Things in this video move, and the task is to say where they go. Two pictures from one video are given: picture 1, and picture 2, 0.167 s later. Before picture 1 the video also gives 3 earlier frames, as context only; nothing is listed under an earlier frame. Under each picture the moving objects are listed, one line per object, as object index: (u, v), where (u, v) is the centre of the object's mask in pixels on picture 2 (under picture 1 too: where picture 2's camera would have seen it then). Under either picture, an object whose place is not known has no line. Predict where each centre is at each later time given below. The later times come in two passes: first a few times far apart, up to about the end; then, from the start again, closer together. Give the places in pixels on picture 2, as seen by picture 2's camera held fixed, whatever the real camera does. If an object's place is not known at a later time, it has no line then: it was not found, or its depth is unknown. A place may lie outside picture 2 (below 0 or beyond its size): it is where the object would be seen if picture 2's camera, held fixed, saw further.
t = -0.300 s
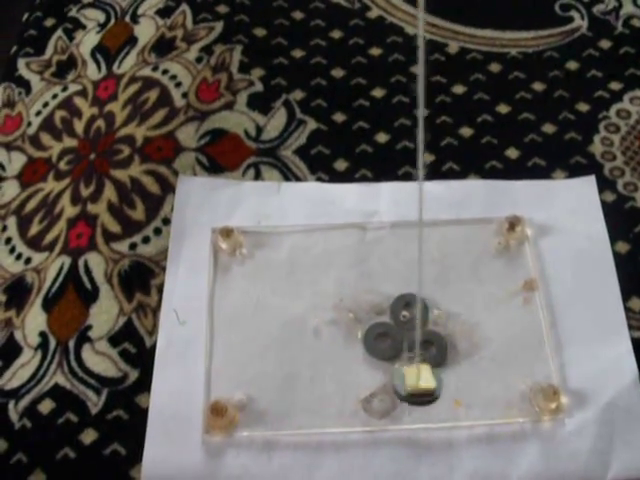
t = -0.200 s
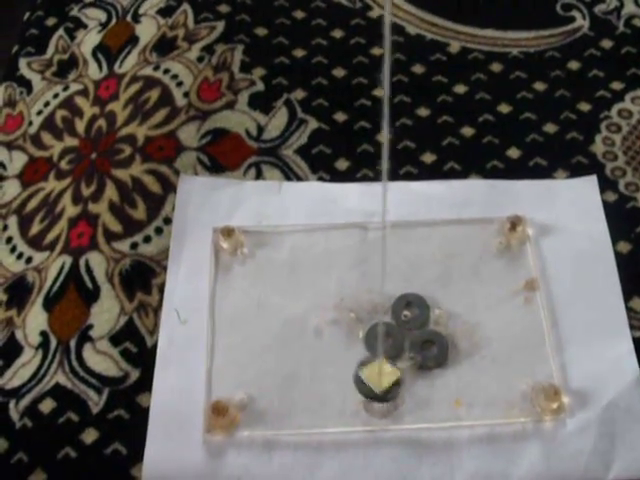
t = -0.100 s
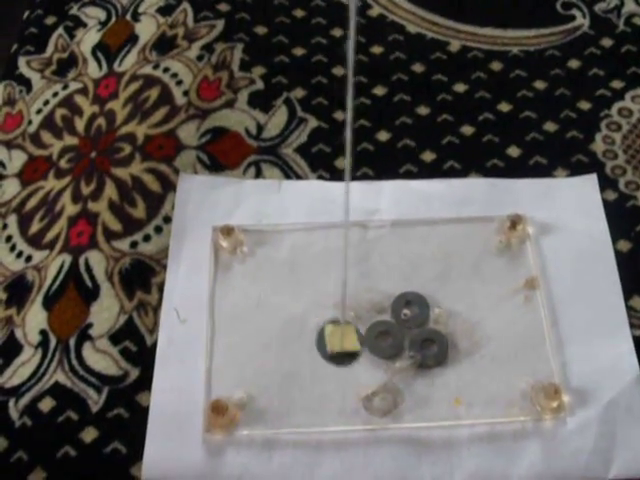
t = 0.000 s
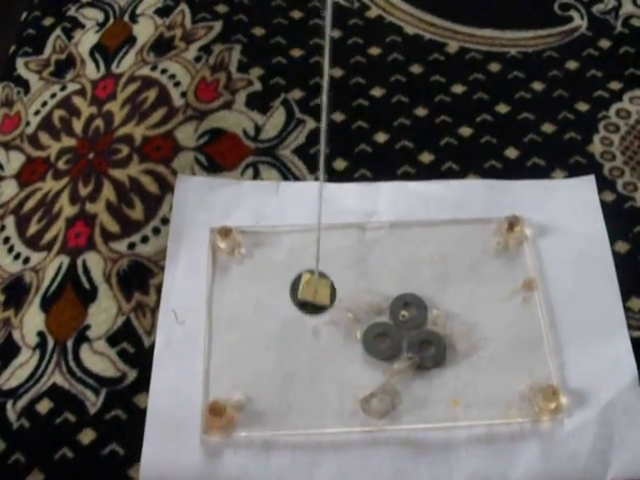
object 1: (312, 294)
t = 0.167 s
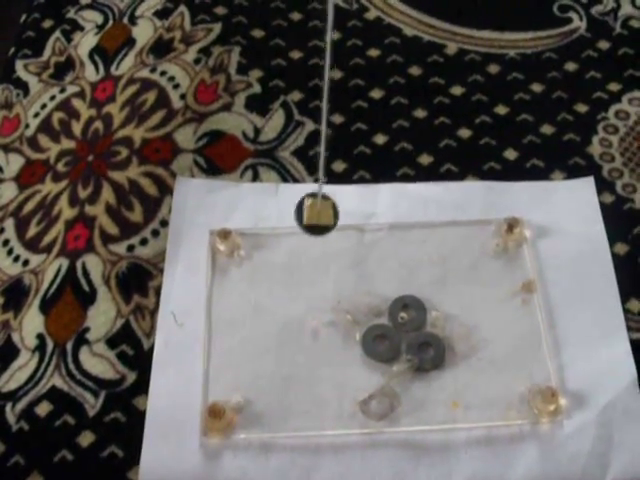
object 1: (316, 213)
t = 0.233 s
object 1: (335, 196)
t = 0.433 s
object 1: (418, 214)
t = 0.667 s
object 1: (491, 314)
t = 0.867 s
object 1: (460, 380)
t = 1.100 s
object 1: (334, 330)
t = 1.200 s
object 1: (297, 286)
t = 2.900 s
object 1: (457, 242)
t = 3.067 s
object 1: (497, 282)
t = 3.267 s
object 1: (458, 336)
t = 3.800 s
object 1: (311, 252)
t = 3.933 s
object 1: (367, 220)
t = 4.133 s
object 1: (454, 220)
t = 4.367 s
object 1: (483, 291)
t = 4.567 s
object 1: (418, 362)
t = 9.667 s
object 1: (287, 288)
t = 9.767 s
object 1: (272, 252)
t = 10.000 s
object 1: (371, 224)
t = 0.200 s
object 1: (324, 203)
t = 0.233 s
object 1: (335, 196)
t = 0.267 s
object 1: (347, 191)
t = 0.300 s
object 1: (360, 190)
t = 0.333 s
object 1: (374, 192)
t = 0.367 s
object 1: (389, 196)
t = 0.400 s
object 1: (404, 205)
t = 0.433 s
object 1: (418, 214)
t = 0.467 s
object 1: (432, 226)
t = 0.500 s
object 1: (445, 239)
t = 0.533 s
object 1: (456, 253)
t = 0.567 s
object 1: (467, 267)
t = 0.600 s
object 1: (477, 283)
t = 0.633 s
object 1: (485, 299)
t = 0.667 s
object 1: (491, 314)
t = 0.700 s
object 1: (494, 329)
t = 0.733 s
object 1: (494, 344)
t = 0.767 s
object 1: (491, 356)
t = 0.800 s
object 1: (484, 367)
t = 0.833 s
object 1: (473, 375)
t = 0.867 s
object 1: (460, 380)
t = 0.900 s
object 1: (444, 381)
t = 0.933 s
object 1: (425, 380)
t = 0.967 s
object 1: (405, 375)
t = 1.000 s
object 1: (386, 367)
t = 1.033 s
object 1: (367, 357)
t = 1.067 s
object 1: (348, 344)
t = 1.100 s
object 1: (334, 330)
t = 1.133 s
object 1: (319, 316)
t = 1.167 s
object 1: (307, 301)
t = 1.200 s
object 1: (297, 286)
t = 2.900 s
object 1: (457, 242)
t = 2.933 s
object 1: (470, 247)
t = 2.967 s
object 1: (480, 255)
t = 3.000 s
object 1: (488, 263)
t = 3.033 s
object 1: (494, 272)
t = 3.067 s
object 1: (497, 282)
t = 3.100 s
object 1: (497, 292)
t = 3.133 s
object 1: (495, 301)
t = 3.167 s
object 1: (489, 311)
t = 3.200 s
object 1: (481, 320)
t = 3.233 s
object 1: (472, 329)
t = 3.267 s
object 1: (458, 336)
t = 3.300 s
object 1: (442, 343)
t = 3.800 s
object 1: (311, 252)
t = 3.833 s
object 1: (323, 242)
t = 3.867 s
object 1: (337, 233)
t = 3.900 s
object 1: (351, 226)
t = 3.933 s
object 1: (367, 220)
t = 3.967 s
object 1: (383, 215)
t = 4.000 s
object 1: (399, 213)
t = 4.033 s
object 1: (414, 212)
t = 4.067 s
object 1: (428, 213)
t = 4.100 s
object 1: (442, 215)
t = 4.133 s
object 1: (454, 220)
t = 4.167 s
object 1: (464, 226)
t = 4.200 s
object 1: (473, 234)
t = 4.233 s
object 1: (480, 243)
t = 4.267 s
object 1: (484, 254)
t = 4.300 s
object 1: (486, 265)
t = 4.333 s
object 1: (485, 278)
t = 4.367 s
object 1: (483, 291)
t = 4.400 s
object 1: (477, 304)
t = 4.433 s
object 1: (470, 317)
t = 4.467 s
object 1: (461, 330)
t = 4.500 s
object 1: (449, 343)
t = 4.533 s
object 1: (432, 353)
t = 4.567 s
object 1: (418, 362)
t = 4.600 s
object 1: (401, 370)
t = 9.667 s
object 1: (287, 288)
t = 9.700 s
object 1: (277, 276)
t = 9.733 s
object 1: (272, 264)
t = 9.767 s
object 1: (272, 252)
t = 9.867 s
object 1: (297, 229)
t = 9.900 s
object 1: (313, 225)
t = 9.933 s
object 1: (330, 223)
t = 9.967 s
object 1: (350, 223)
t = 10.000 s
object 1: (371, 224)
